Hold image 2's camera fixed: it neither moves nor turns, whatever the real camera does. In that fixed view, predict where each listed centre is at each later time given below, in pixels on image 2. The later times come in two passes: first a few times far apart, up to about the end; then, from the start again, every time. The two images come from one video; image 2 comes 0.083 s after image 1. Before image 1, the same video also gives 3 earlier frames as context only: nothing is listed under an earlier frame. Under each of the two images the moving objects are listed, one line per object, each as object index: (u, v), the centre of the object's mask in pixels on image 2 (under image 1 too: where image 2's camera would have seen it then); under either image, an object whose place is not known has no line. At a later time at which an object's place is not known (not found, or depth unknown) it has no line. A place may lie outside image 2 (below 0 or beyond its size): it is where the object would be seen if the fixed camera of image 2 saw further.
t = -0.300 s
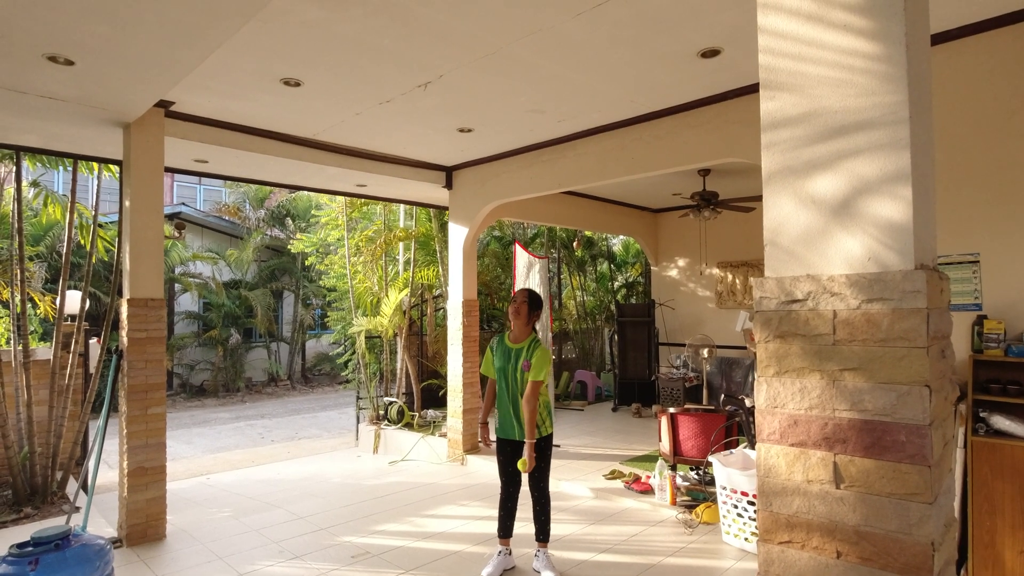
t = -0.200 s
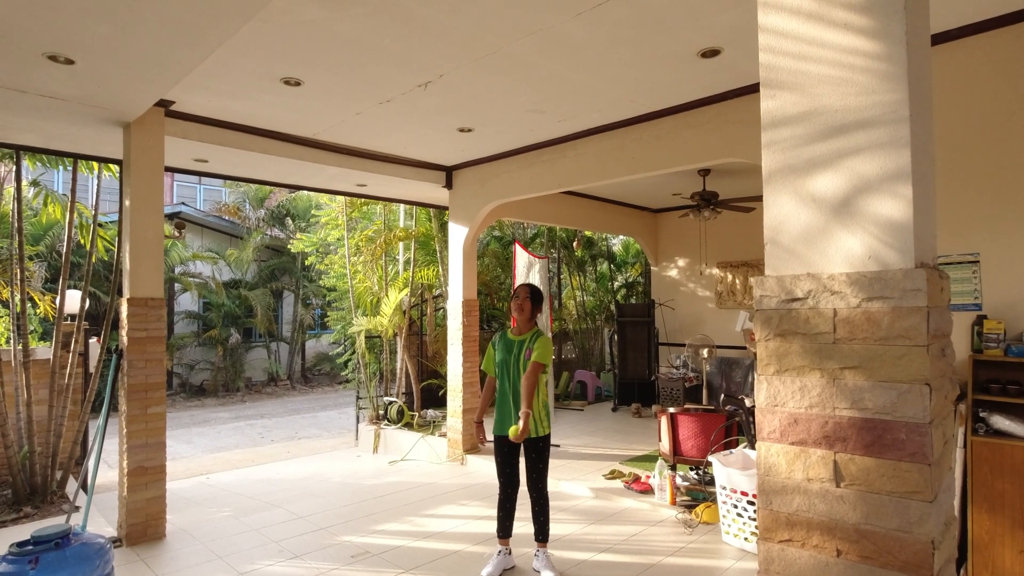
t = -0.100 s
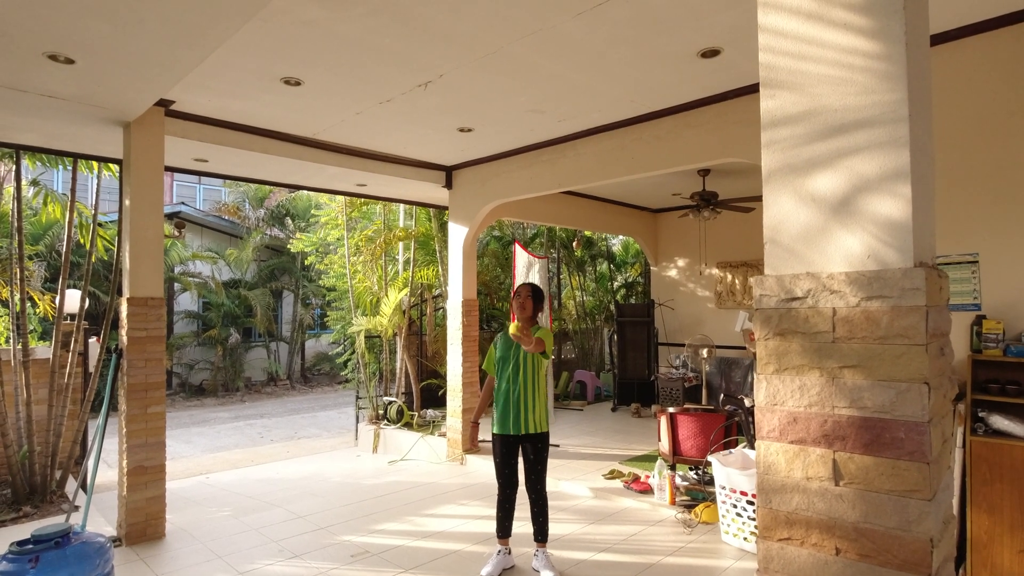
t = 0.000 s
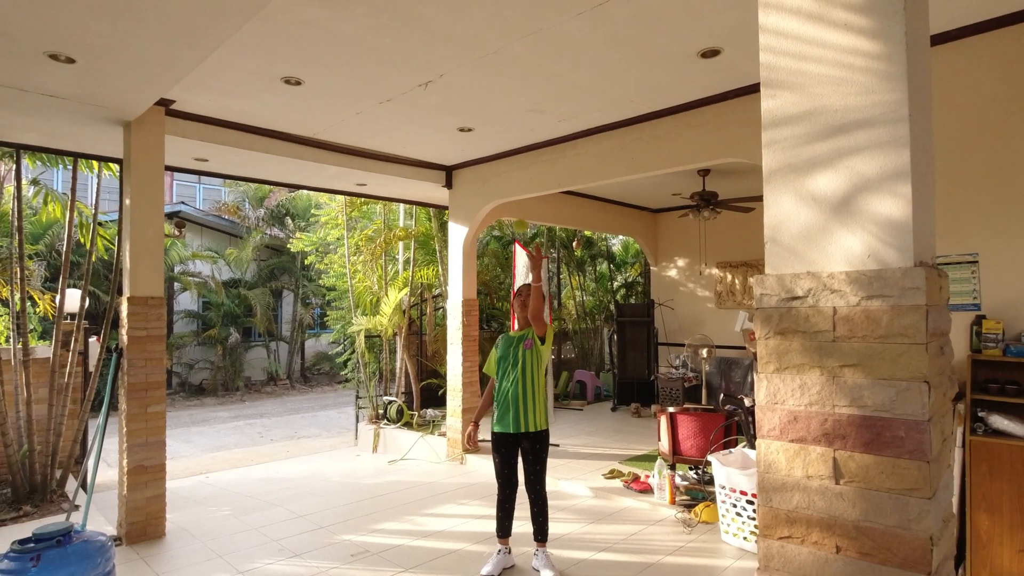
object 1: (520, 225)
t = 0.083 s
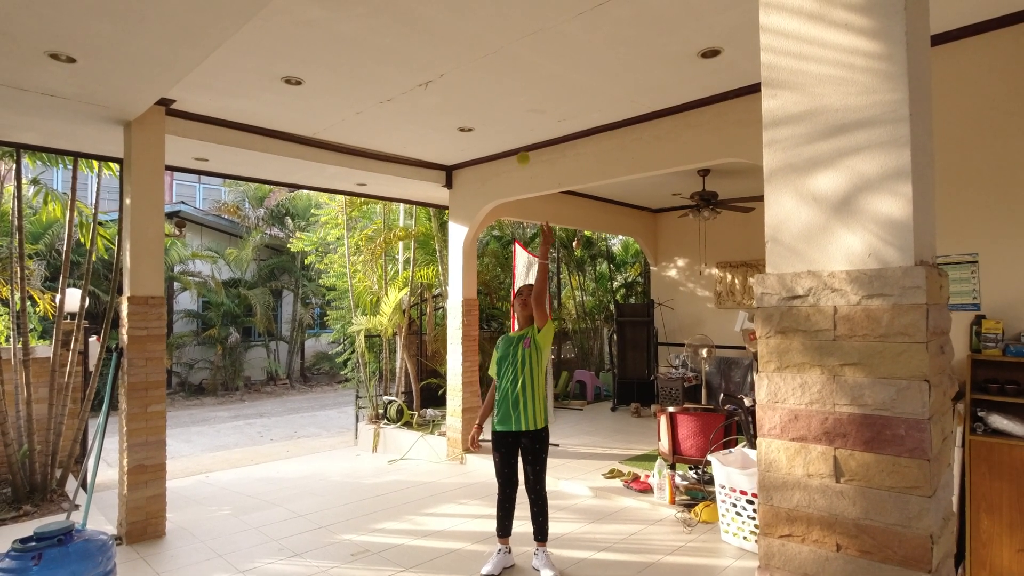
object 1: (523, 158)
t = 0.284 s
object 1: (528, 65)
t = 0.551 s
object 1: (535, 65)
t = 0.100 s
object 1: (523, 147)
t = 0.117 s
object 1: (524, 137)
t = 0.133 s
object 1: (524, 127)
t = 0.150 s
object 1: (525, 118)
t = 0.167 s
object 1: (525, 109)
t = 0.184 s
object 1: (526, 102)
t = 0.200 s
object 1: (526, 94)
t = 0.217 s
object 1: (526, 87)
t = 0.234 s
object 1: (527, 81)
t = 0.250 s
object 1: (527, 75)
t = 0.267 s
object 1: (528, 70)
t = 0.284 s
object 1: (528, 65)
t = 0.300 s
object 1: (529, 61)
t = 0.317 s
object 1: (529, 58)
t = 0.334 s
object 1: (530, 54)
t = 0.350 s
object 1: (530, 52)
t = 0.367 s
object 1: (530, 50)
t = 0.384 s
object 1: (531, 49)
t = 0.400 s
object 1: (531, 48)
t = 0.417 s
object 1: (532, 48)
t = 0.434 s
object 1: (532, 48)
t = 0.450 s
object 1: (532, 49)
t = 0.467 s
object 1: (533, 50)
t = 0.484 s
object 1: (533, 52)
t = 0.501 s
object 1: (534, 54)
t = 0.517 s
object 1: (534, 57)
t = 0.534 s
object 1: (535, 61)
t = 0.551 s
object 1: (535, 65)
